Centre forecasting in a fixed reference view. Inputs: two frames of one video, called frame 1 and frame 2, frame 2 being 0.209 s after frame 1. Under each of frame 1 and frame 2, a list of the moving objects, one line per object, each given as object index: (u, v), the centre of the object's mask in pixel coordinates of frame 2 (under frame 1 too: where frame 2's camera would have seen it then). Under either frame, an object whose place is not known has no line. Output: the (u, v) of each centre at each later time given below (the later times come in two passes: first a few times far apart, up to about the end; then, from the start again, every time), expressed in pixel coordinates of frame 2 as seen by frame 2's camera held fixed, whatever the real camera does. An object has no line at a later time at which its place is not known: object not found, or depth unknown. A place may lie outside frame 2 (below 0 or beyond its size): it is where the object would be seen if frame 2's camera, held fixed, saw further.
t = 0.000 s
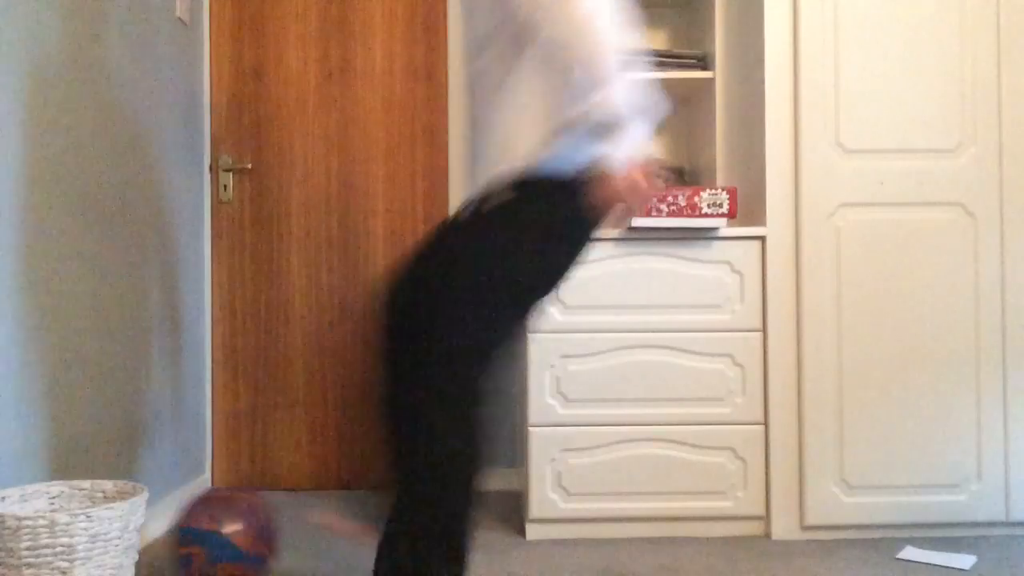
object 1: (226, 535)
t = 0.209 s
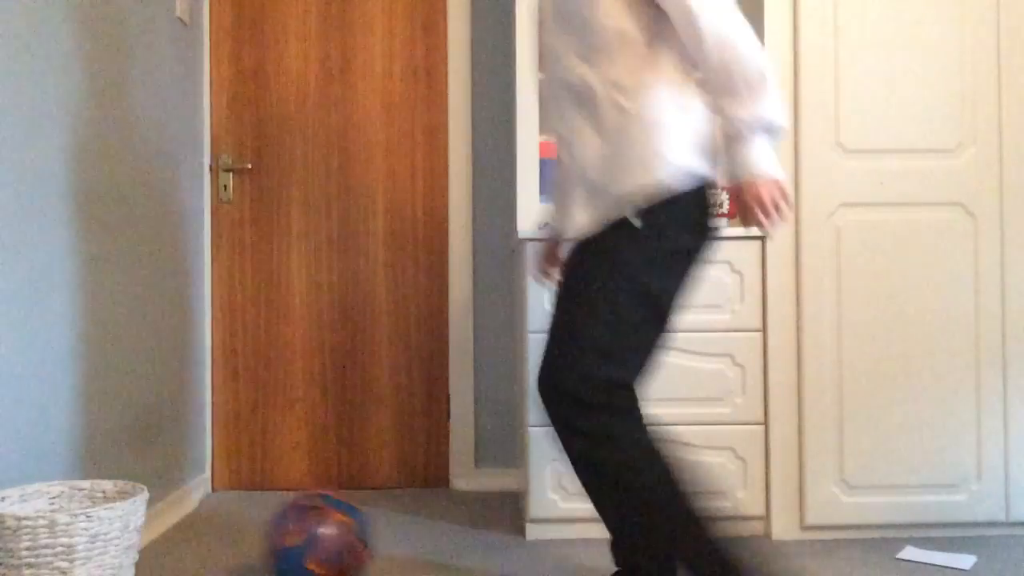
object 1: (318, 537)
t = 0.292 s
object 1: (354, 537)
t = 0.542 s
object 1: (463, 537)
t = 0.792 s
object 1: (567, 538)
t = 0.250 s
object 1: (336, 538)
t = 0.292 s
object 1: (354, 537)
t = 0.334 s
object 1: (371, 537)
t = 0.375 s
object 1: (388, 537)
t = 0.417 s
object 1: (406, 537)
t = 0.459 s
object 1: (425, 536)
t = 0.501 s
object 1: (443, 536)
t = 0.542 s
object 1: (463, 537)
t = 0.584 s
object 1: (479, 537)
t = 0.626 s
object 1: (496, 538)
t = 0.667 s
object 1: (514, 537)
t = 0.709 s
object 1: (531, 538)
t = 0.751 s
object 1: (551, 538)
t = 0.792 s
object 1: (567, 538)
